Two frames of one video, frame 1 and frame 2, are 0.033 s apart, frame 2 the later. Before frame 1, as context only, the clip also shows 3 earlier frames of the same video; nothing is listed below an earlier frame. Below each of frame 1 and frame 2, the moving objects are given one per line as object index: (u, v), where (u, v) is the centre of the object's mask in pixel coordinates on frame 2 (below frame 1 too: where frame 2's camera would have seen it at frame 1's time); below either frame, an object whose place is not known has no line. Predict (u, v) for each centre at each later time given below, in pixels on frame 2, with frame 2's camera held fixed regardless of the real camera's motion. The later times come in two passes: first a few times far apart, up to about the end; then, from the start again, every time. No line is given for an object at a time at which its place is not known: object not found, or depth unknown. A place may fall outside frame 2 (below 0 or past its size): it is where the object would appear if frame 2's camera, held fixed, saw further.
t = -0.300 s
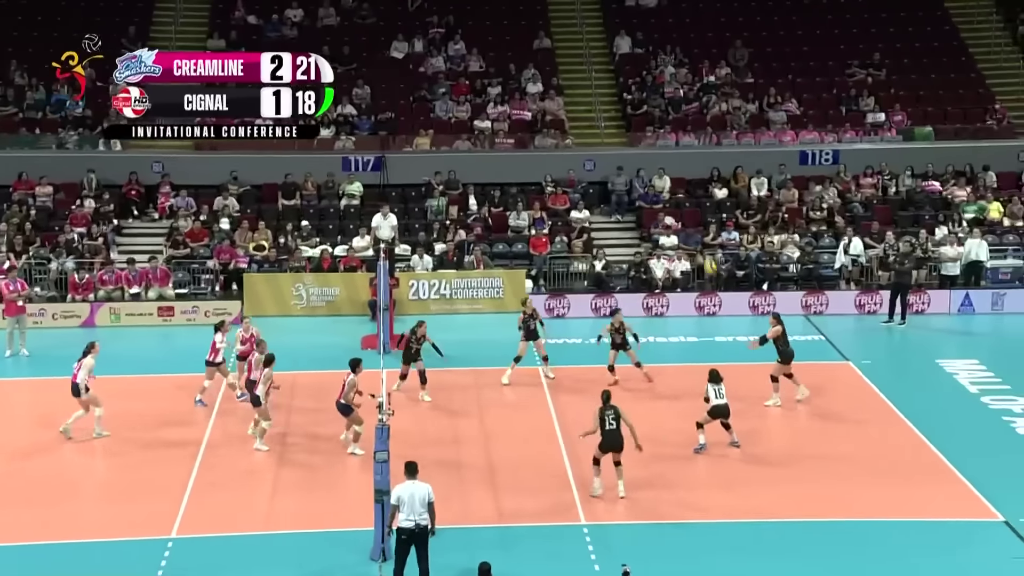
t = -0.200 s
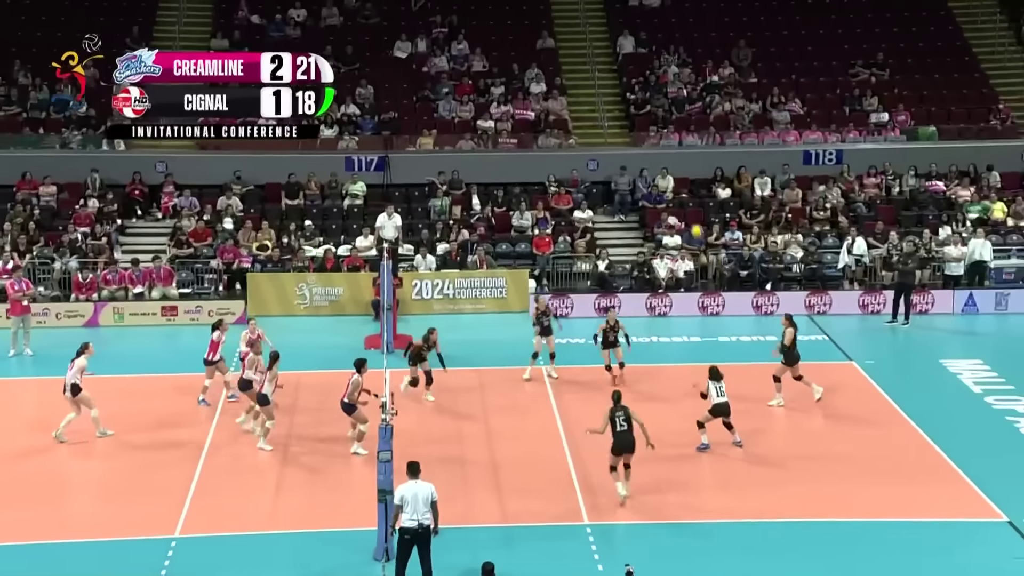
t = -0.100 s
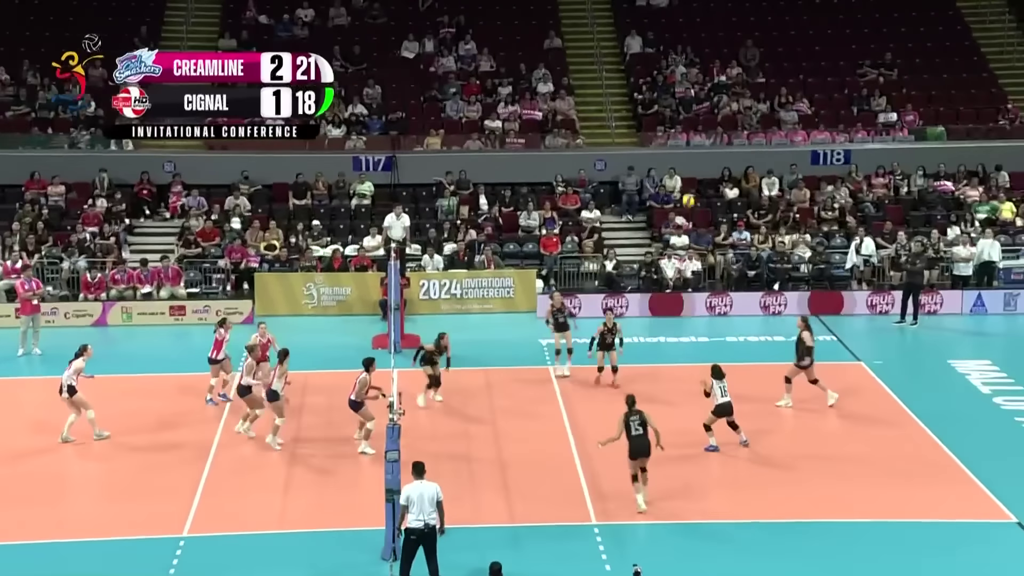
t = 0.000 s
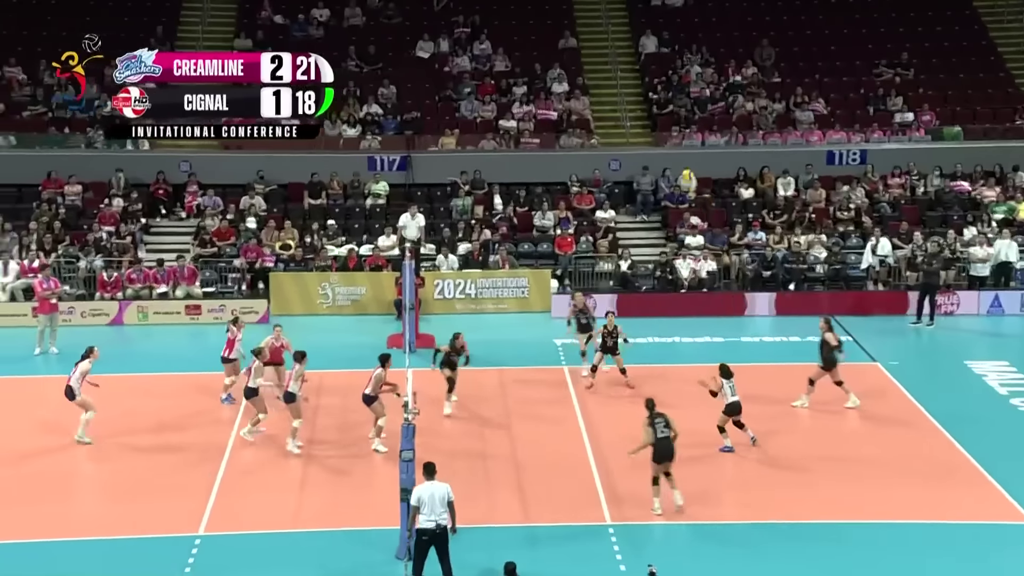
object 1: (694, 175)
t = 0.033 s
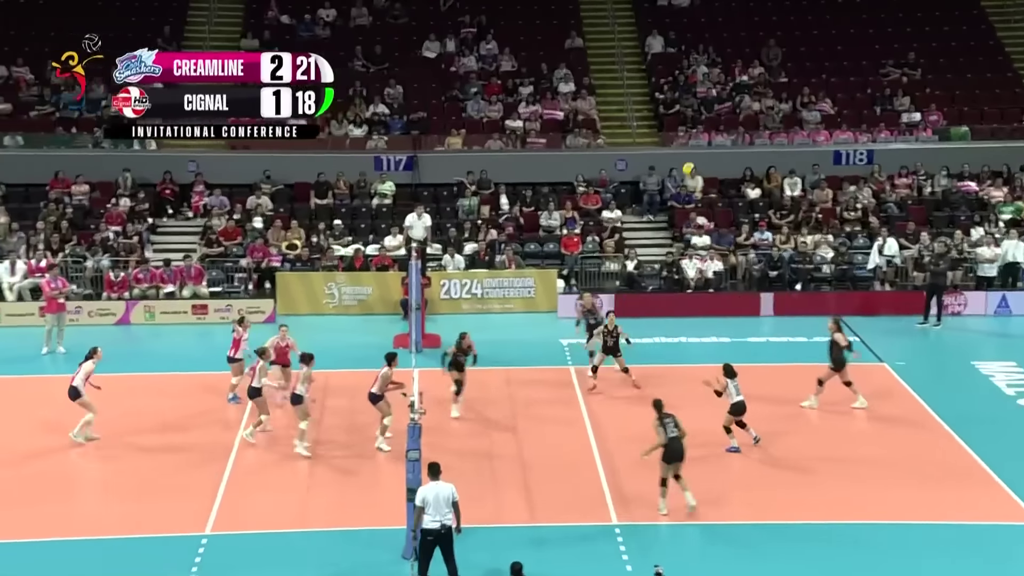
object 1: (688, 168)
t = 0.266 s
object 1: (654, 136)
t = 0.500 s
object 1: (619, 132)
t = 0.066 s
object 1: (683, 161)
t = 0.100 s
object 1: (679, 155)
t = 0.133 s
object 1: (673, 150)
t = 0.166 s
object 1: (668, 146)
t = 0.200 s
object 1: (664, 142)
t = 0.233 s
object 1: (659, 138)
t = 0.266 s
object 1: (654, 136)
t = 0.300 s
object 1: (649, 134)
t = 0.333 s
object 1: (644, 131)
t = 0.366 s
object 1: (639, 130)
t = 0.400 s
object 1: (634, 130)
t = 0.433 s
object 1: (629, 131)
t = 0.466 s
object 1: (624, 131)
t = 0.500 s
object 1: (619, 132)
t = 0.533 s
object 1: (614, 134)
